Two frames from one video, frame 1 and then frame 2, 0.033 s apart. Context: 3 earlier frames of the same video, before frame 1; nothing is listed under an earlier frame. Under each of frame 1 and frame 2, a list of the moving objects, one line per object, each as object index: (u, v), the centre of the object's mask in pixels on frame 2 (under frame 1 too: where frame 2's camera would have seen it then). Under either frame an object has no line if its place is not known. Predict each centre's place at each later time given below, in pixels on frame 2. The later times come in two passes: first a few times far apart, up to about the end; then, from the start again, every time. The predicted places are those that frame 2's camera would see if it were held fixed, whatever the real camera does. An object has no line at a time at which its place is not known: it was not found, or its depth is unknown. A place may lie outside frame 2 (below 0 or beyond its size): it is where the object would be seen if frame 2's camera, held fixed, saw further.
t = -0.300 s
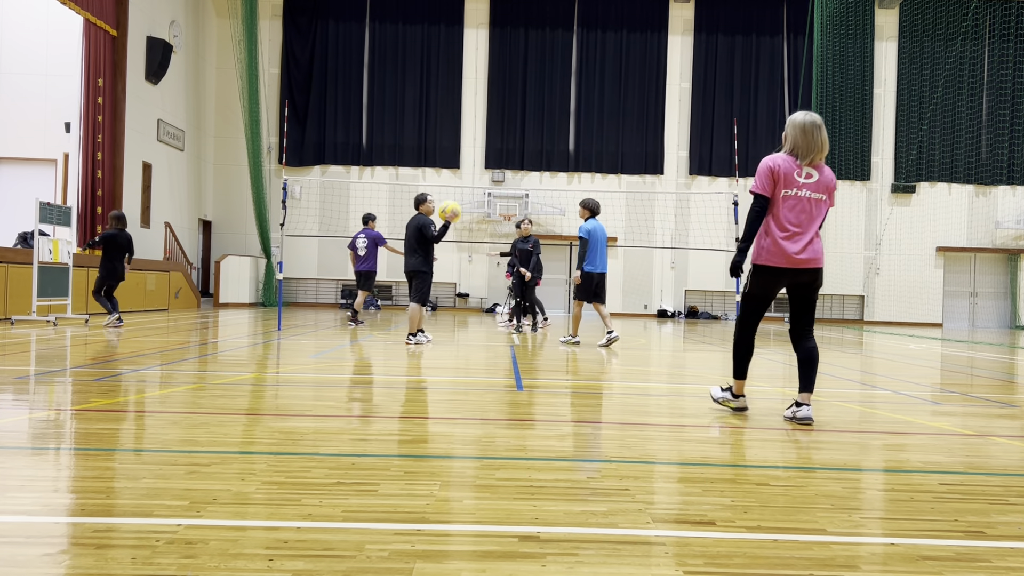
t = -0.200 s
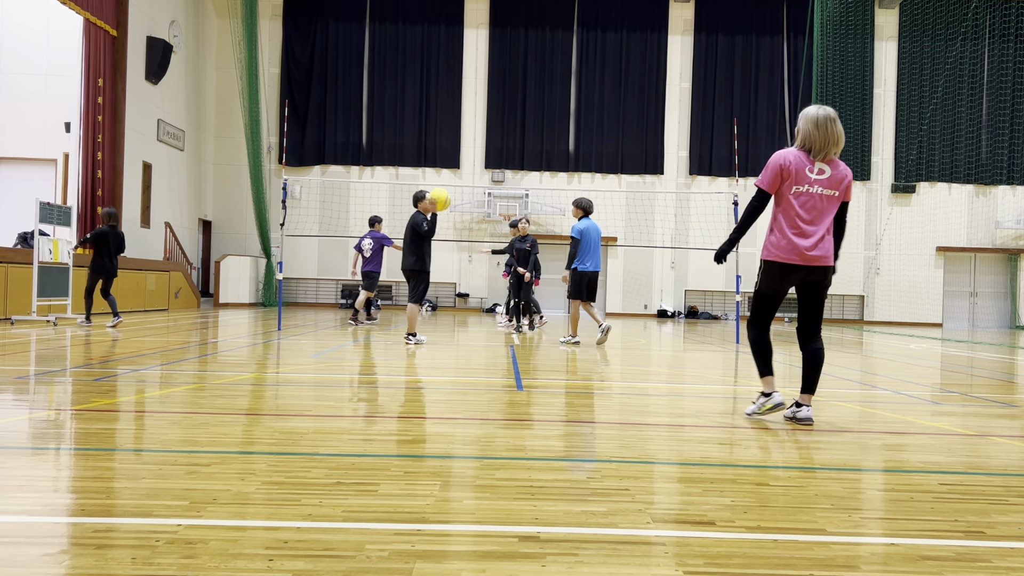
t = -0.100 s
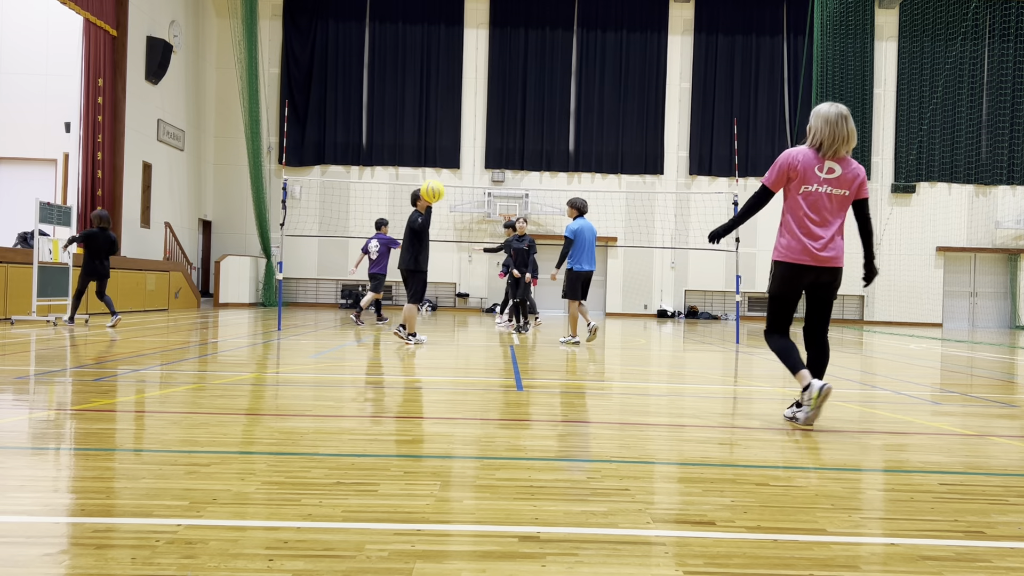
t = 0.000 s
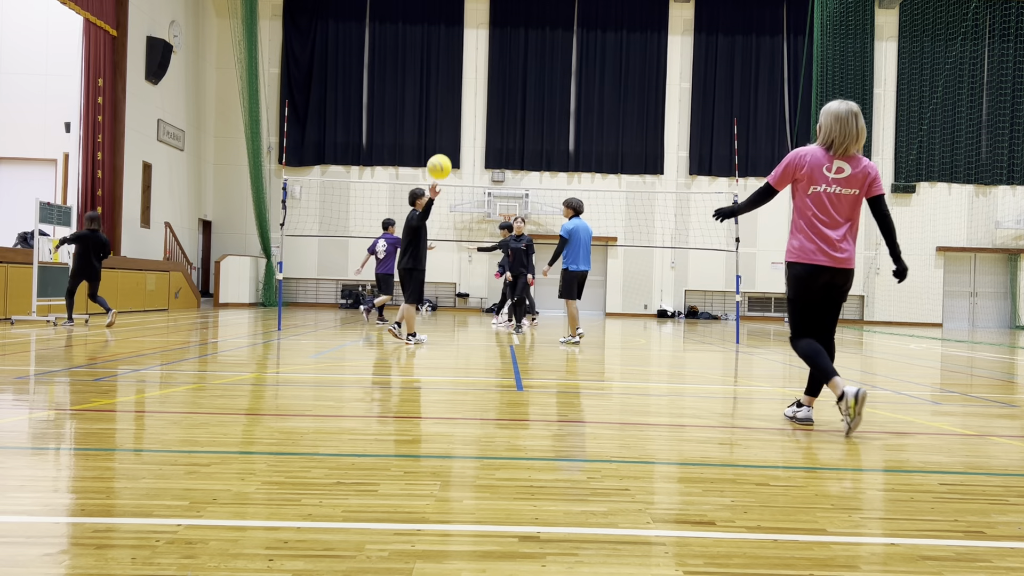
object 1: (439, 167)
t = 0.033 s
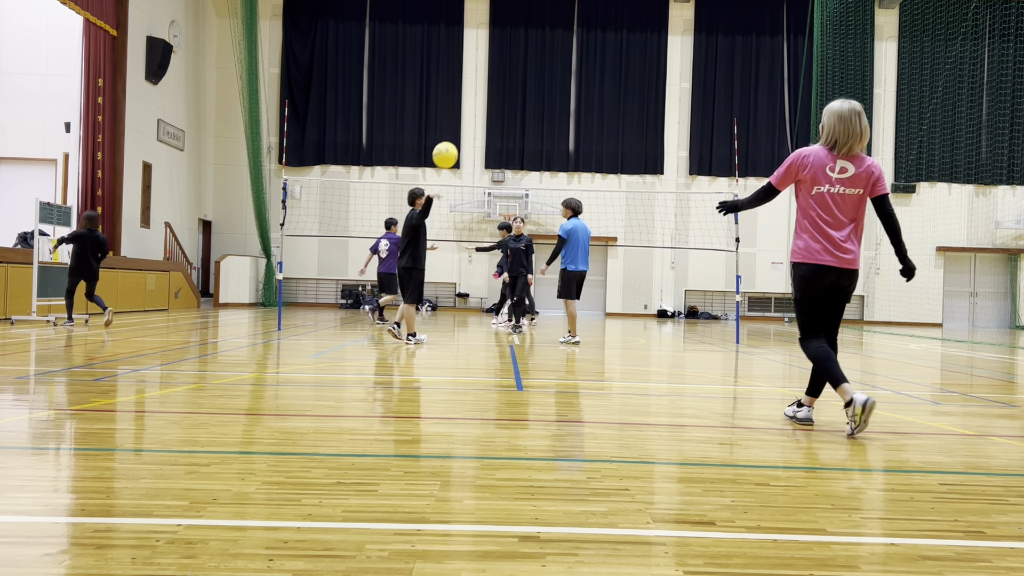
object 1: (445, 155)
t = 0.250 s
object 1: (490, 93)
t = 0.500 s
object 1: (553, 74)
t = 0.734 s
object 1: (626, 133)
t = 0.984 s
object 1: (724, 318)
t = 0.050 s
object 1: (448, 149)
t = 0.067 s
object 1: (450, 144)
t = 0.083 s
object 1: (454, 138)
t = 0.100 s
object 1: (457, 133)
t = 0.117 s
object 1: (460, 127)
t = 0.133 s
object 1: (464, 122)
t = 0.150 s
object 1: (467, 118)
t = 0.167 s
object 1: (471, 113)
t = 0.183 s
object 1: (475, 108)
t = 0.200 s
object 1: (478, 104)
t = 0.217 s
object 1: (482, 100)
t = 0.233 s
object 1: (486, 97)
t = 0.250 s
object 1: (490, 93)
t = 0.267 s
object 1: (493, 90)
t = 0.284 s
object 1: (497, 87)
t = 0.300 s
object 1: (501, 84)
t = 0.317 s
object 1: (505, 81)
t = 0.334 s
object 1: (509, 79)
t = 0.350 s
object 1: (513, 77)
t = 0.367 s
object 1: (517, 75)
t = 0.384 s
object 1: (521, 74)
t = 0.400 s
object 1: (526, 73)
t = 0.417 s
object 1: (530, 72)
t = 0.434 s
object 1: (534, 72)
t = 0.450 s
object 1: (539, 72)
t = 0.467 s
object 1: (544, 72)
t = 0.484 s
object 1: (548, 73)
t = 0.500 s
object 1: (553, 74)
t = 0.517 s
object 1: (558, 76)
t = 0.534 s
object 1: (562, 77)
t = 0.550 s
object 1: (568, 80)
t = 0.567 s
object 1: (573, 82)
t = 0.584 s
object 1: (578, 85)
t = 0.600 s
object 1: (583, 89)
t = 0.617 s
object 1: (588, 93)
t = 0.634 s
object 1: (593, 97)
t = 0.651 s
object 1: (599, 102)
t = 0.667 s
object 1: (604, 107)
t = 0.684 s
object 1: (609, 113)
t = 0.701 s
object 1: (615, 119)
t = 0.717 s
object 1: (621, 126)
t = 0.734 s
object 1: (626, 133)
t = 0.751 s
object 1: (632, 141)
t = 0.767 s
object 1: (638, 150)
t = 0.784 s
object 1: (644, 158)
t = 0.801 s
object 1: (649, 167)
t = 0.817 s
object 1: (655, 178)
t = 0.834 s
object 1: (662, 189)
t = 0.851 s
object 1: (668, 201)
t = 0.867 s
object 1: (675, 213)
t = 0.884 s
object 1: (681, 226)
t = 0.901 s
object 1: (688, 239)
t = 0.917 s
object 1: (695, 253)
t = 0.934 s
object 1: (702, 269)
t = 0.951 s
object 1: (710, 285)
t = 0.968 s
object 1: (717, 302)
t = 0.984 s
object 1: (724, 318)
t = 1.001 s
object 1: (732, 336)
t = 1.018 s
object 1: (739, 355)
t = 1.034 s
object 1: (747, 375)
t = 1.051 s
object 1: (755, 395)
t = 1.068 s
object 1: (759, 387)
